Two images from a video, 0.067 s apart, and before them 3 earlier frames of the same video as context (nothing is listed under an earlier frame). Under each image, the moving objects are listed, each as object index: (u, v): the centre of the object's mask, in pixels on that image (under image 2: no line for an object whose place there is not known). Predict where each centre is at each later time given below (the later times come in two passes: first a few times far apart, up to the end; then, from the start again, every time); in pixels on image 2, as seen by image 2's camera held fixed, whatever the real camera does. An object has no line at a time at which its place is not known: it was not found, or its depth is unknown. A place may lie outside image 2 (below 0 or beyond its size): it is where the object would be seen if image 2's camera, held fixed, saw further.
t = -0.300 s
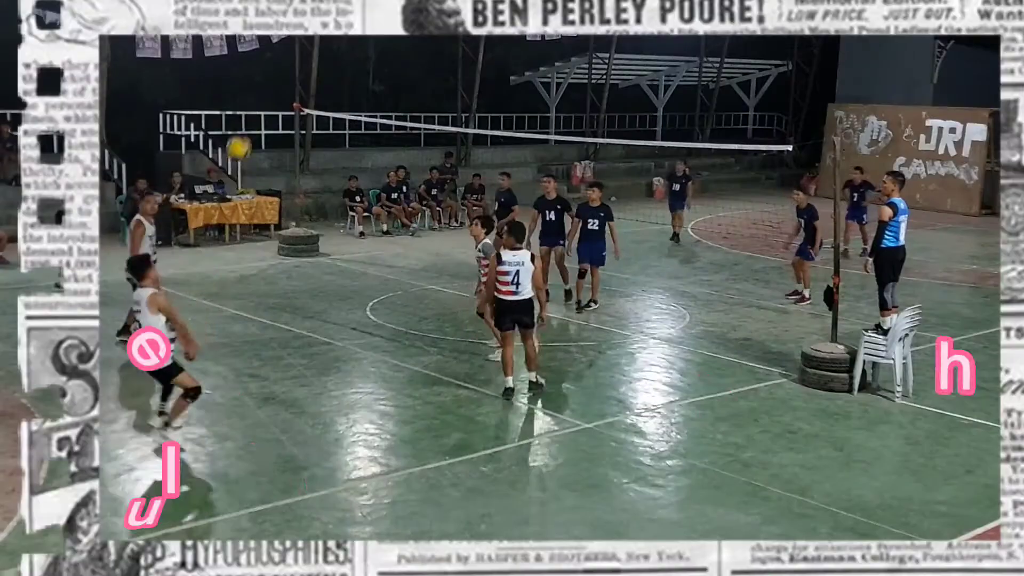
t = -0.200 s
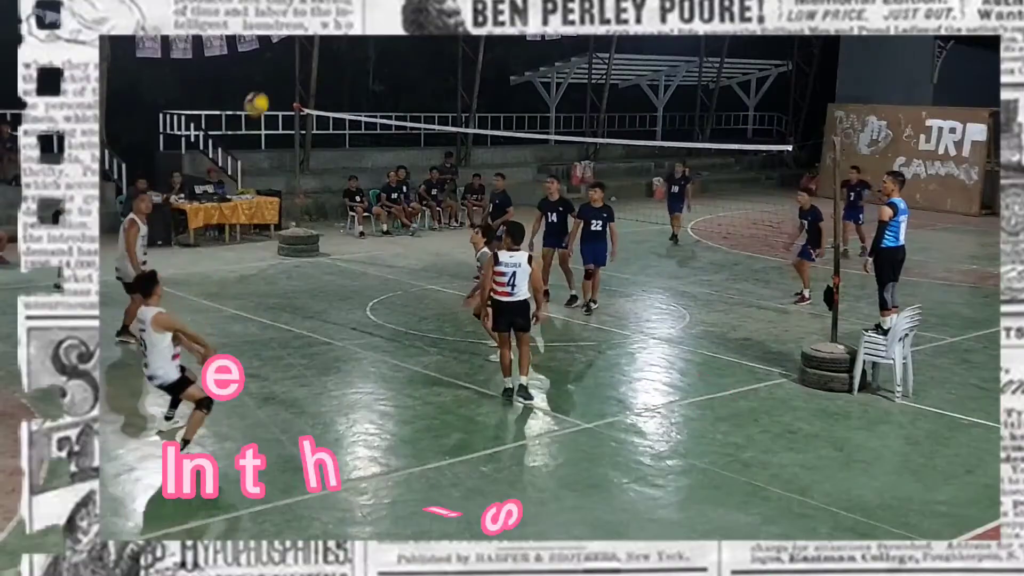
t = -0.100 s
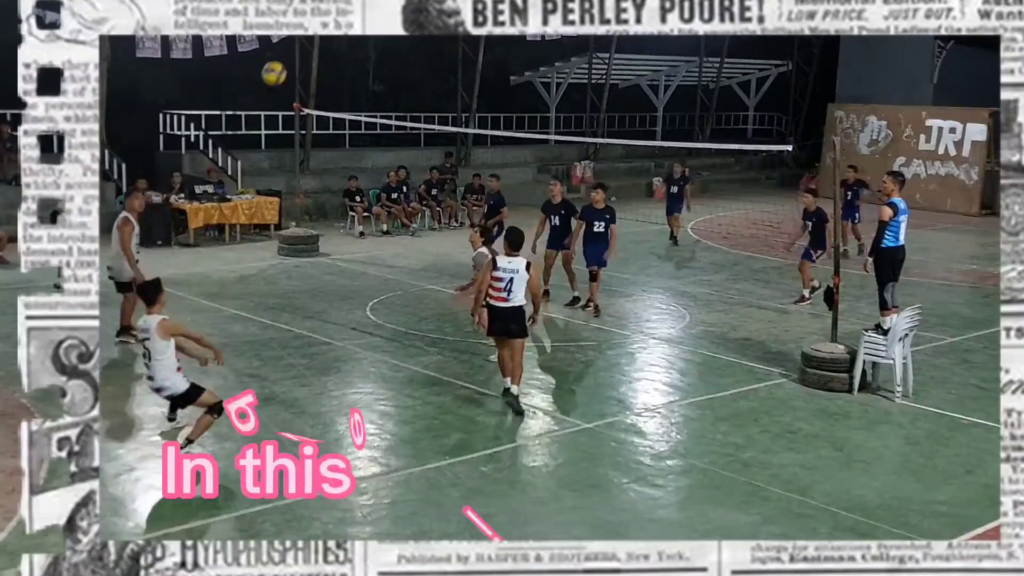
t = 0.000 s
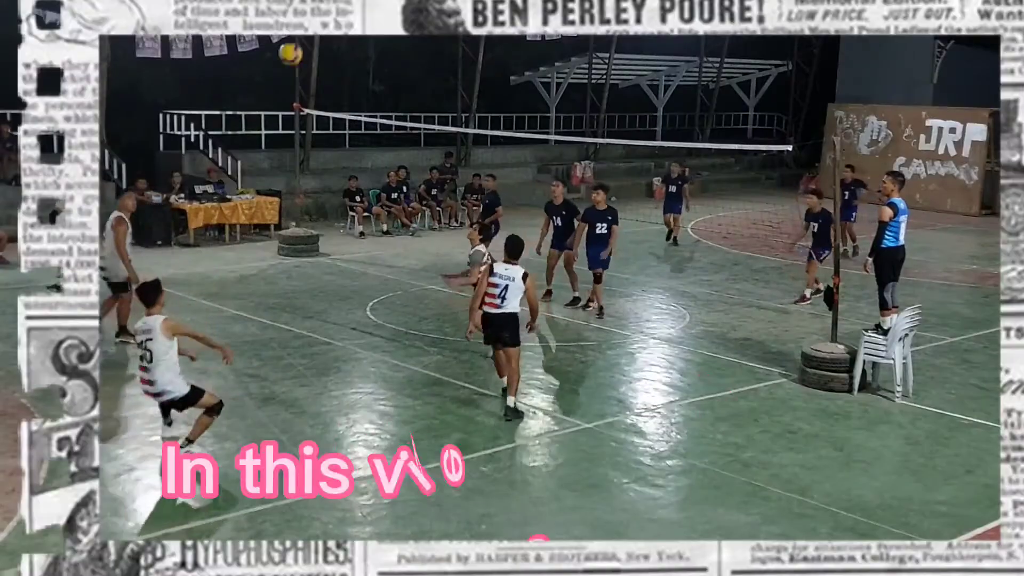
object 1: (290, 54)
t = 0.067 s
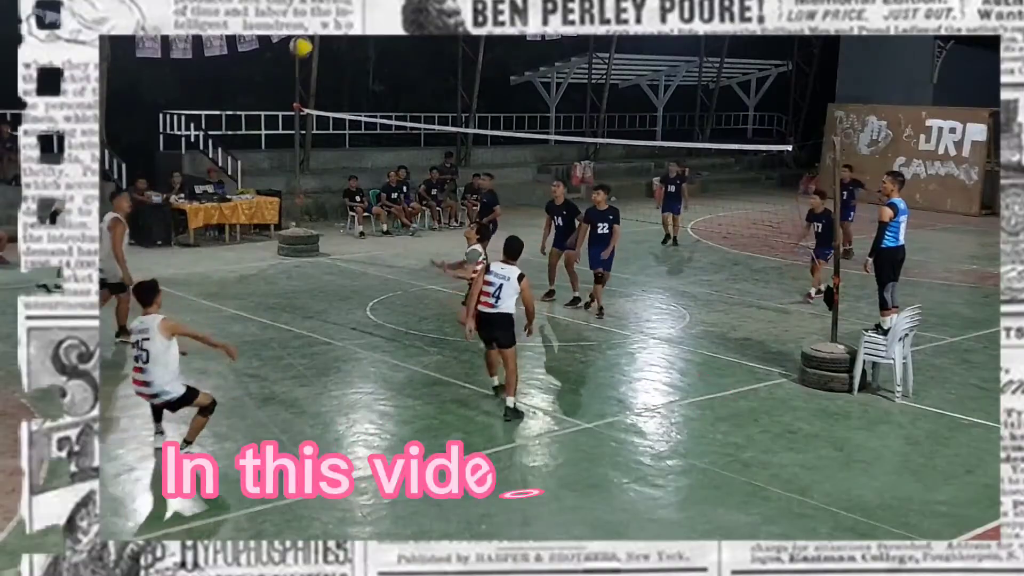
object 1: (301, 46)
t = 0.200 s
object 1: (321, 47)
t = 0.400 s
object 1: (349, 77)
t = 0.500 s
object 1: (362, 104)
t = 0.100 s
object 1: (306, 45)
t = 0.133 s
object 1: (311, 45)
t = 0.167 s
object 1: (316, 45)
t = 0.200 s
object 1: (321, 47)
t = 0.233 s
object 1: (326, 49)
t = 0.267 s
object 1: (331, 53)
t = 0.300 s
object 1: (336, 57)
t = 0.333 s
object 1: (340, 63)
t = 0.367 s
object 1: (345, 69)
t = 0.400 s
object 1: (349, 77)
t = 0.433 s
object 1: (354, 85)
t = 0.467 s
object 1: (358, 94)
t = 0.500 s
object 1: (362, 104)
